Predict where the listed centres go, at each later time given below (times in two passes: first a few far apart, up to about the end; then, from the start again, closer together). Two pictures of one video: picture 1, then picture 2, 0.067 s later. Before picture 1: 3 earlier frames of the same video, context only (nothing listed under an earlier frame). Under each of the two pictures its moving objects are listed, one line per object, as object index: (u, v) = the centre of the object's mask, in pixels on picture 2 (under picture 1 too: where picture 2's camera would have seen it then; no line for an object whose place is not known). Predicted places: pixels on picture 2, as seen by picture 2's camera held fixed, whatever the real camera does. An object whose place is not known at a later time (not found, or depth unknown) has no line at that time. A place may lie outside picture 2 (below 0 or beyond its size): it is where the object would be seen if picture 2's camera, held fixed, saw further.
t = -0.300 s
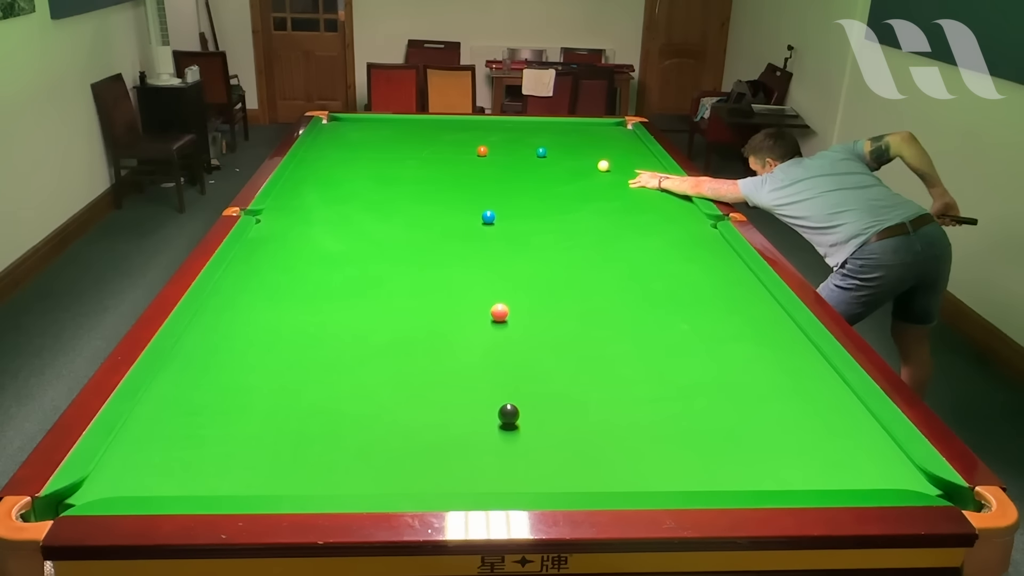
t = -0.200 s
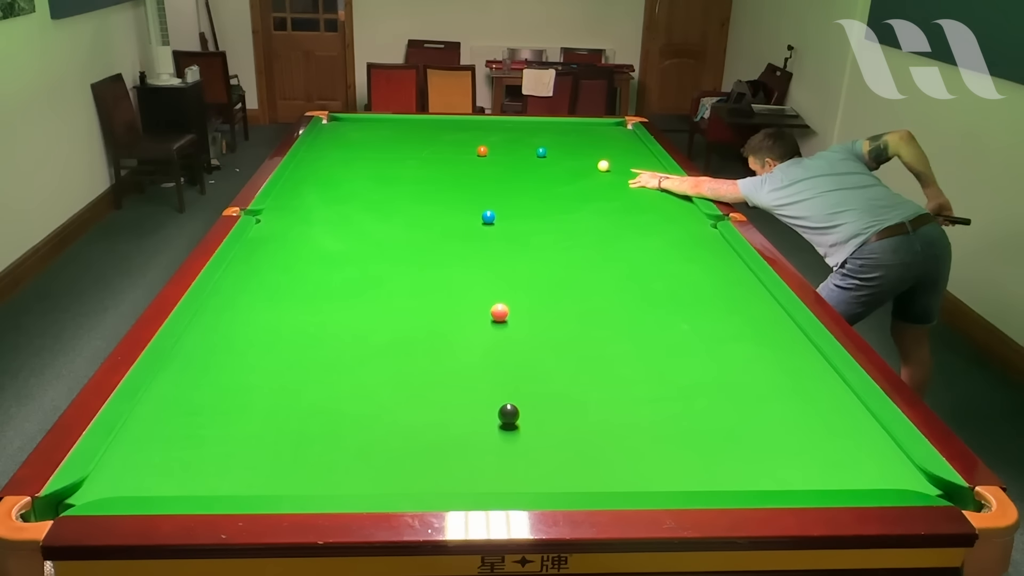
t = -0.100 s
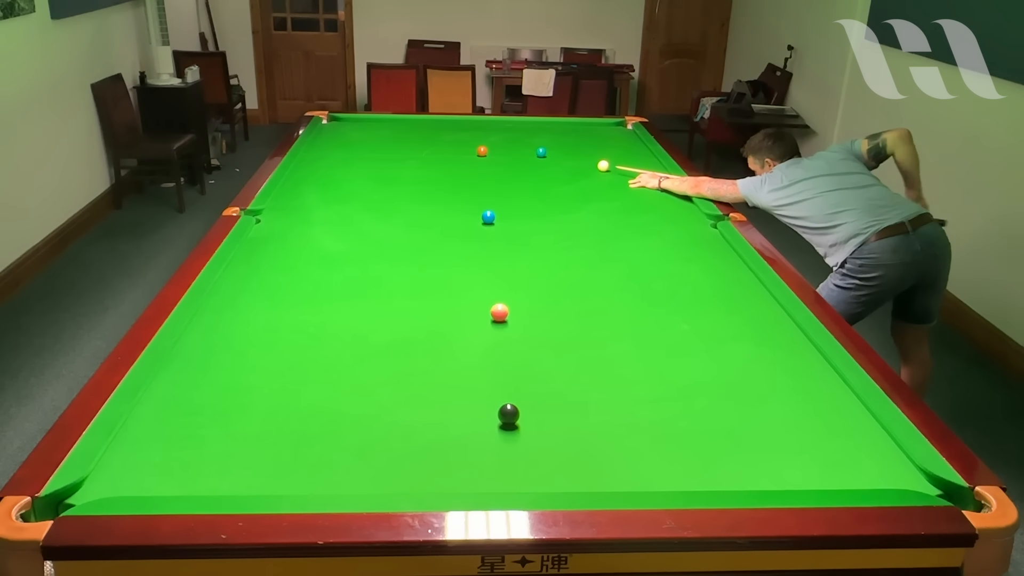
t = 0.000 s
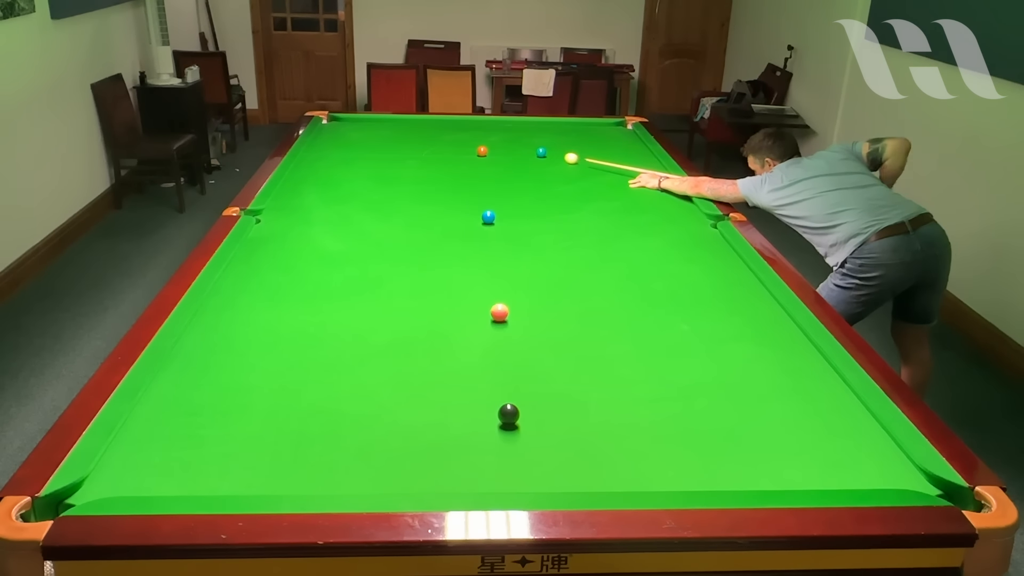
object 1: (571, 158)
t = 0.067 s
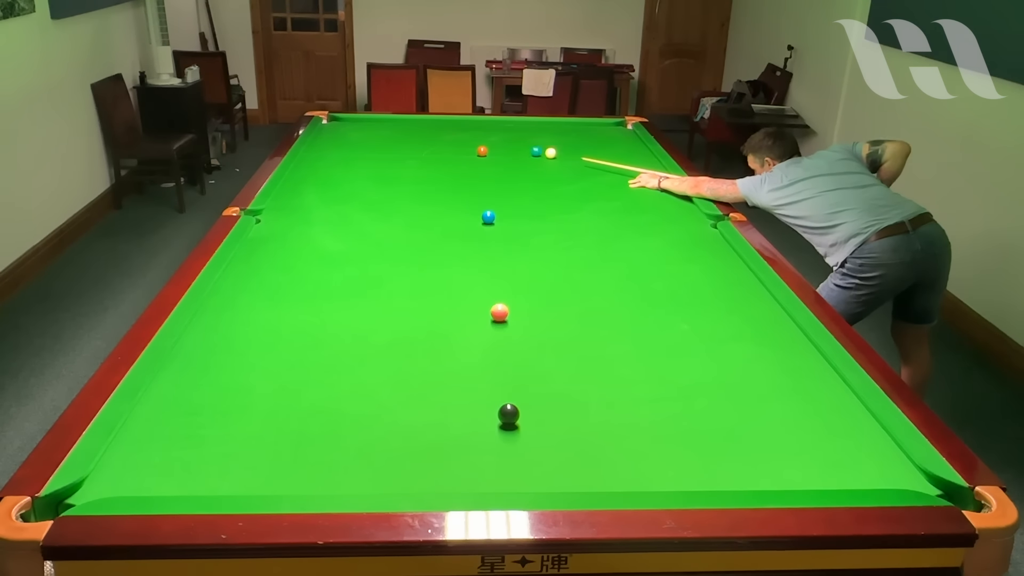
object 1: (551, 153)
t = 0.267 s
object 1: (549, 148)
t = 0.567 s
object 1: (530, 139)
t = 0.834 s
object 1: (514, 131)
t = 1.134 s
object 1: (498, 123)
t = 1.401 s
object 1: (488, 125)
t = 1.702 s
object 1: (477, 129)
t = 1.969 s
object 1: (469, 132)
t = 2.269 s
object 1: (460, 136)
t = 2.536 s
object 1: (452, 140)
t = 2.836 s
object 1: (443, 143)
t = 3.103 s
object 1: (435, 147)
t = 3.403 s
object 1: (427, 150)
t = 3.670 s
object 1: (421, 153)
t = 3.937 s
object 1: (415, 155)
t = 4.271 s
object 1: (407, 158)
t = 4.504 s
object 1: (403, 160)
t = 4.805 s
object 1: (397, 163)
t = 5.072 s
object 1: (393, 165)
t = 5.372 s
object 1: (389, 166)
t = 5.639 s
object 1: (386, 168)
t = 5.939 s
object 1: (383, 169)
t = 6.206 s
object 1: (381, 170)
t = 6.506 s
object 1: (379, 170)
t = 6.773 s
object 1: (379, 171)
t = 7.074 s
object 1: (379, 171)
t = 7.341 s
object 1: (379, 171)
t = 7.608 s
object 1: (379, 171)
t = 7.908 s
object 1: (379, 171)
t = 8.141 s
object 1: (379, 171)
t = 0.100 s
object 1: (551, 152)
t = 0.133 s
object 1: (552, 152)
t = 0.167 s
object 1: (552, 151)
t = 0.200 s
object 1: (551, 150)
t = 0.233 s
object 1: (550, 149)
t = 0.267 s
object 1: (549, 148)
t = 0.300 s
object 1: (548, 147)
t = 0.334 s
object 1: (546, 146)
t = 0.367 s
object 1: (544, 145)
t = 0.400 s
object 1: (542, 144)
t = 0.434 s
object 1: (539, 143)
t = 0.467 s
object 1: (537, 142)
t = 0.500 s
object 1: (535, 141)
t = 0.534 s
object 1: (533, 140)
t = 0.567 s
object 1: (530, 139)
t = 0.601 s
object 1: (528, 138)
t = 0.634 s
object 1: (526, 137)
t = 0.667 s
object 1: (524, 136)
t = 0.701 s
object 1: (522, 135)
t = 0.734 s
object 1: (520, 134)
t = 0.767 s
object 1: (518, 133)
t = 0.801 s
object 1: (516, 132)
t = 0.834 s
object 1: (514, 131)
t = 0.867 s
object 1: (512, 130)
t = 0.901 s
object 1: (510, 129)
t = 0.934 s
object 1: (508, 128)
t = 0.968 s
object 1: (506, 127)
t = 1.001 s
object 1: (504, 126)
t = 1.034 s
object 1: (503, 126)
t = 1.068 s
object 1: (501, 125)
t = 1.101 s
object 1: (499, 124)
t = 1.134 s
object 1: (498, 123)
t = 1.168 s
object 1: (496, 122)
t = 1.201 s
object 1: (494, 122)
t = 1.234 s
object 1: (493, 122)
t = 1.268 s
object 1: (492, 122)
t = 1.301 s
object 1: (491, 123)
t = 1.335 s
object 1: (490, 124)
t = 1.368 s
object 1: (489, 124)
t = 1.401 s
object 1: (488, 125)
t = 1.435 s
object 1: (486, 125)
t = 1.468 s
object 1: (485, 125)
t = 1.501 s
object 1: (484, 126)
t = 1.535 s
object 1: (483, 126)
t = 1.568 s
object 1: (482, 127)
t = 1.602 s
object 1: (481, 127)
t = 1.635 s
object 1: (480, 128)
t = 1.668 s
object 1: (478, 128)
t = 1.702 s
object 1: (477, 129)
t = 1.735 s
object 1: (476, 129)
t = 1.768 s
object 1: (475, 130)
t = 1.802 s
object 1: (474, 130)
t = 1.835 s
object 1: (473, 130)
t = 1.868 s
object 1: (472, 131)
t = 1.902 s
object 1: (471, 131)
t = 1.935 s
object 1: (470, 132)
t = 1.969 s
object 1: (469, 132)
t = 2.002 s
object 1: (468, 133)
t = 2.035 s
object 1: (467, 133)
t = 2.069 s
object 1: (466, 134)
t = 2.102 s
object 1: (465, 134)
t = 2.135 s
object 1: (464, 134)
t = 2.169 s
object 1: (463, 135)
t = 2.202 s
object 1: (462, 135)
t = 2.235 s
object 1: (461, 136)
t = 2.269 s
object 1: (460, 136)
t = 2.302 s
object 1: (458, 137)
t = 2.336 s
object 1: (458, 137)
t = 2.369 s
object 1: (456, 138)
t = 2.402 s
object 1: (456, 138)
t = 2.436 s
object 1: (455, 138)
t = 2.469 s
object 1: (453, 139)
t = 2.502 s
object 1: (452, 139)
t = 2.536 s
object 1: (452, 140)
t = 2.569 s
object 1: (451, 140)
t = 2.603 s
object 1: (450, 141)
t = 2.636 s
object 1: (449, 141)
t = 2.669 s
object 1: (448, 141)
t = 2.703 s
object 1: (447, 142)
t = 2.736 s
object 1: (446, 142)
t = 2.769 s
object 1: (445, 143)
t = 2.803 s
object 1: (444, 143)
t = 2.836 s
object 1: (443, 143)
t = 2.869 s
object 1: (442, 144)
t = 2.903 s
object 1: (441, 144)
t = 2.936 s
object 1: (440, 145)
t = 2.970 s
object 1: (439, 145)
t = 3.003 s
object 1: (438, 146)
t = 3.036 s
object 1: (437, 146)
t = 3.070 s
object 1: (436, 146)
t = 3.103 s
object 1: (435, 147)
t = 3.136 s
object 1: (434, 147)
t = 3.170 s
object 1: (433, 147)
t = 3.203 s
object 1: (433, 148)
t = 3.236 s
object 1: (432, 148)
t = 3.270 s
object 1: (431, 149)
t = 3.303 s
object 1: (430, 149)
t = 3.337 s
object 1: (429, 149)
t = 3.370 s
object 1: (428, 150)
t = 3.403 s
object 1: (427, 150)
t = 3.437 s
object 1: (426, 150)
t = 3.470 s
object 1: (426, 151)
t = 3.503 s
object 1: (425, 151)
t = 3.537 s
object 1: (424, 151)
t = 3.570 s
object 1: (423, 152)
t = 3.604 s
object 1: (422, 152)
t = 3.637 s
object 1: (422, 152)
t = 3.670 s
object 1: (421, 153)
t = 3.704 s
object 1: (420, 153)
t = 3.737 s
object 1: (419, 153)
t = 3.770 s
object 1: (418, 154)
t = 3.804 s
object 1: (418, 154)
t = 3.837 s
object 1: (417, 154)
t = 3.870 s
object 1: (416, 155)
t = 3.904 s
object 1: (415, 155)
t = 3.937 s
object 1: (415, 155)
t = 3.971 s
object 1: (414, 156)
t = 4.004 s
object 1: (413, 156)
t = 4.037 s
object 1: (412, 156)
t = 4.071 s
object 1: (412, 156)
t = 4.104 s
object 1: (411, 157)
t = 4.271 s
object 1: (407, 158)
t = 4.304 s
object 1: (407, 159)
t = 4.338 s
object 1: (406, 159)
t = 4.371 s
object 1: (405, 159)
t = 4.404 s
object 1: (405, 159)
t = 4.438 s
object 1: (404, 160)
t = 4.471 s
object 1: (403, 160)
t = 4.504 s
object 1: (403, 160)
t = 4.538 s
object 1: (402, 161)
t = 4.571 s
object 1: (401, 161)
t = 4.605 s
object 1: (401, 161)
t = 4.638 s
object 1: (400, 161)
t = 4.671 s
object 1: (399, 162)
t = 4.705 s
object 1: (399, 162)
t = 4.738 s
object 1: (398, 162)
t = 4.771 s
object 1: (398, 163)
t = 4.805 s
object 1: (397, 163)
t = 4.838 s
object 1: (397, 163)
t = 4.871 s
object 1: (396, 163)
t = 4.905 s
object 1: (396, 163)
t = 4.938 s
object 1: (395, 164)
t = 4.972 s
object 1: (395, 164)
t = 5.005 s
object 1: (394, 164)
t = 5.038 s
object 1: (394, 164)
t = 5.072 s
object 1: (393, 165)
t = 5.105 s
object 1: (393, 165)
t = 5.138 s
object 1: (392, 165)
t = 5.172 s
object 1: (391, 165)
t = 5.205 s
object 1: (391, 165)
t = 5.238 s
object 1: (390, 166)
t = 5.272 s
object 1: (390, 166)
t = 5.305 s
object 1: (390, 166)
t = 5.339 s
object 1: (389, 166)
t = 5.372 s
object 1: (389, 166)
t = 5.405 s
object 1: (388, 166)
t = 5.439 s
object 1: (388, 167)
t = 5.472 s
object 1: (388, 167)
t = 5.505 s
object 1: (387, 167)
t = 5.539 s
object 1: (387, 167)
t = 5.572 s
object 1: (386, 167)
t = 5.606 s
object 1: (386, 167)
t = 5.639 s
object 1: (386, 168)
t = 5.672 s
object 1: (386, 168)
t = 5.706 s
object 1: (385, 168)
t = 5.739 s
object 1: (385, 168)
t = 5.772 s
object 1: (384, 168)
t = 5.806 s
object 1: (384, 168)
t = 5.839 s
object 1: (384, 169)
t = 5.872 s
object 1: (383, 169)
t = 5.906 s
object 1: (383, 169)
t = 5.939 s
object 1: (383, 169)
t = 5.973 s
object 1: (383, 169)
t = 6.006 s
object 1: (382, 169)
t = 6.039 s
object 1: (382, 169)
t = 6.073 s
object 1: (382, 169)
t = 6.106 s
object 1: (381, 169)
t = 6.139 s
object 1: (381, 170)
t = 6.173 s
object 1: (381, 170)
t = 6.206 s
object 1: (381, 170)
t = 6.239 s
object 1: (381, 170)
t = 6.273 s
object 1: (380, 170)
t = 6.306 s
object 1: (380, 170)
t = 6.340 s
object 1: (380, 170)
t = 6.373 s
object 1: (380, 170)
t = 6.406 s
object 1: (380, 170)
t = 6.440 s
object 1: (379, 170)
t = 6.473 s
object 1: (379, 170)
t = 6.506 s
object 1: (379, 170)
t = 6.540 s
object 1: (379, 170)
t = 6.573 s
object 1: (379, 170)
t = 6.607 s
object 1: (379, 170)
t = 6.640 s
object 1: (379, 170)
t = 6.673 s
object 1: (379, 171)
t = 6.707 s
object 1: (379, 170)
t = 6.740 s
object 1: (379, 171)
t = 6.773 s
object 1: (379, 171)
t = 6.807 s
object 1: (379, 171)
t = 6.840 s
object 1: (379, 171)
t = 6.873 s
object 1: (379, 171)
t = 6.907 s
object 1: (379, 171)
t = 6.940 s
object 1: (379, 171)
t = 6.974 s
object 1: (379, 170)
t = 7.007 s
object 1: (379, 171)
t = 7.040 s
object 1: (379, 171)
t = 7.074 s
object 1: (379, 171)
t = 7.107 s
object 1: (379, 171)
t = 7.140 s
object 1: (379, 171)
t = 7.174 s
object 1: (379, 171)
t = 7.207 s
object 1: (379, 171)
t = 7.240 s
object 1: (379, 171)
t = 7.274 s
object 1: (379, 171)
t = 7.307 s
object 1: (379, 171)
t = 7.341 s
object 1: (379, 171)
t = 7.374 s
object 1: (379, 171)
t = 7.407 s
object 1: (379, 171)
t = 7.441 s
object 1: (379, 171)
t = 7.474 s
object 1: (379, 171)
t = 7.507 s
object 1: (379, 171)
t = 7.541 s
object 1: (379, 171)
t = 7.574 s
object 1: (379, 171)
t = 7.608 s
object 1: (379, 171)
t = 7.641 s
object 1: (379, 171)
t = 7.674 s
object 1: (379, 171)
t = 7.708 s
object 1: (379, 171)
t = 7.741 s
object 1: (379, 171)
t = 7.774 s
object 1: (379, 171)
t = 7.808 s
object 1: (379, 171)
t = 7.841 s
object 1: (379, 171)
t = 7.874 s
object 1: (379, 171)
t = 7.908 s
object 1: (379, 171)
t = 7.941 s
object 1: (379, 171)
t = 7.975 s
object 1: (379, 171)
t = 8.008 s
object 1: (379, 171)
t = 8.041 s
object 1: (379, 171)
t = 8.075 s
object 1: (379, 171)
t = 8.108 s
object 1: (379, 171)
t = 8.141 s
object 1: (379, 171)
